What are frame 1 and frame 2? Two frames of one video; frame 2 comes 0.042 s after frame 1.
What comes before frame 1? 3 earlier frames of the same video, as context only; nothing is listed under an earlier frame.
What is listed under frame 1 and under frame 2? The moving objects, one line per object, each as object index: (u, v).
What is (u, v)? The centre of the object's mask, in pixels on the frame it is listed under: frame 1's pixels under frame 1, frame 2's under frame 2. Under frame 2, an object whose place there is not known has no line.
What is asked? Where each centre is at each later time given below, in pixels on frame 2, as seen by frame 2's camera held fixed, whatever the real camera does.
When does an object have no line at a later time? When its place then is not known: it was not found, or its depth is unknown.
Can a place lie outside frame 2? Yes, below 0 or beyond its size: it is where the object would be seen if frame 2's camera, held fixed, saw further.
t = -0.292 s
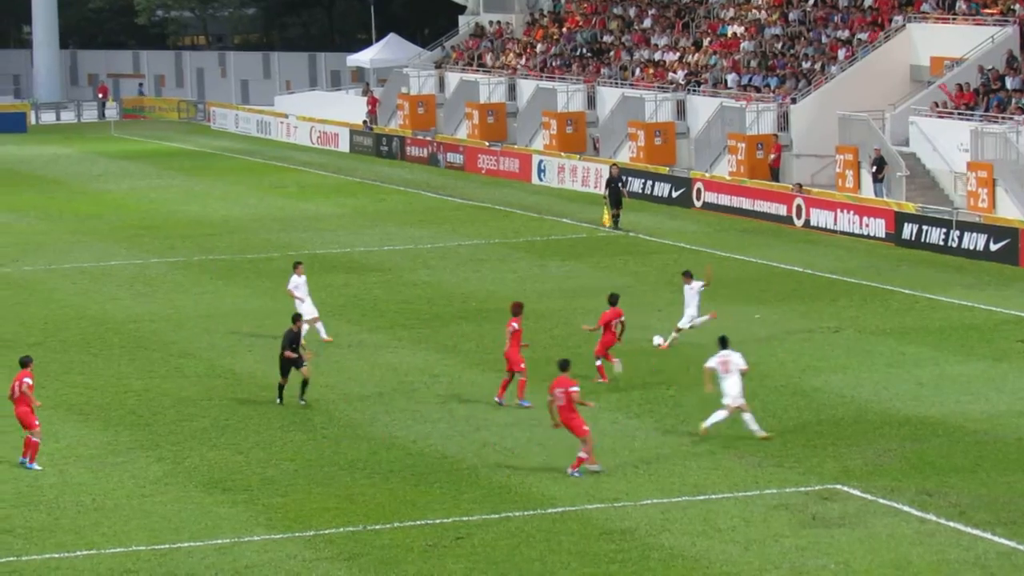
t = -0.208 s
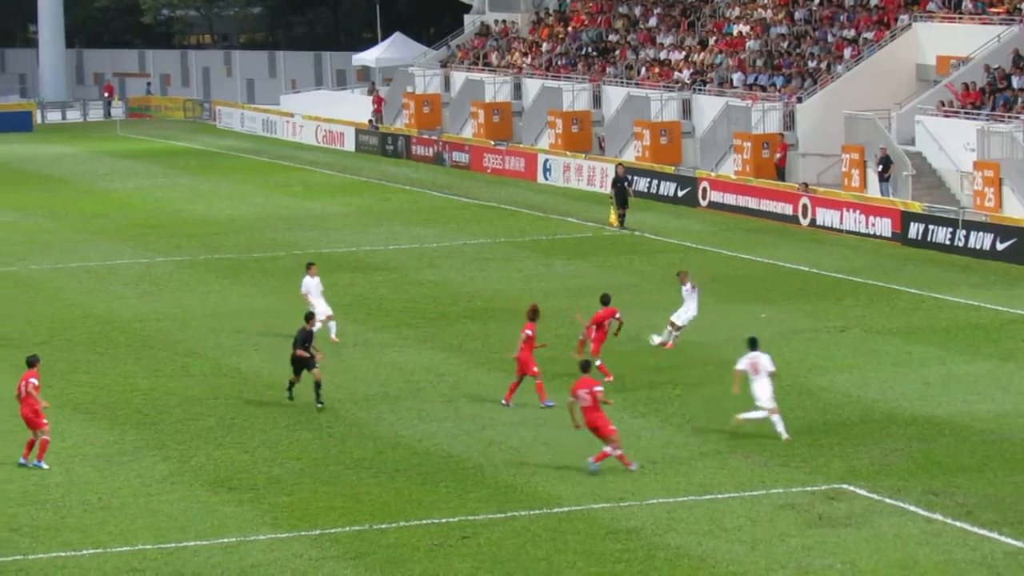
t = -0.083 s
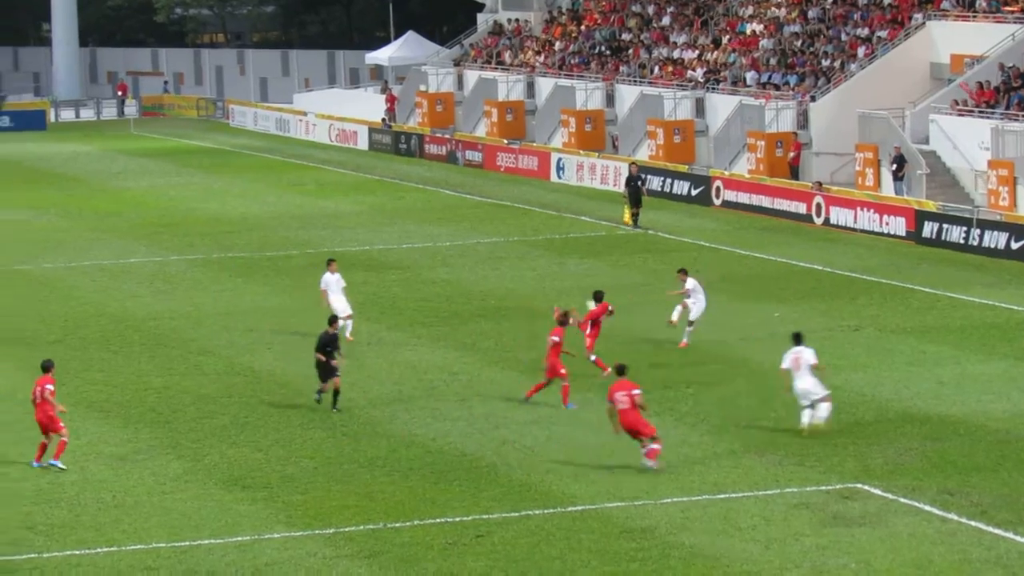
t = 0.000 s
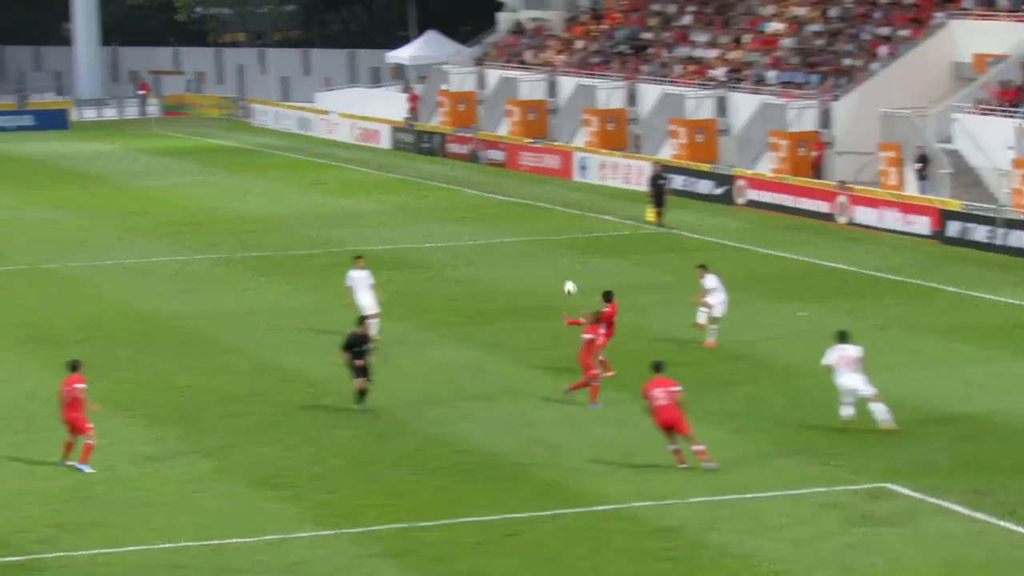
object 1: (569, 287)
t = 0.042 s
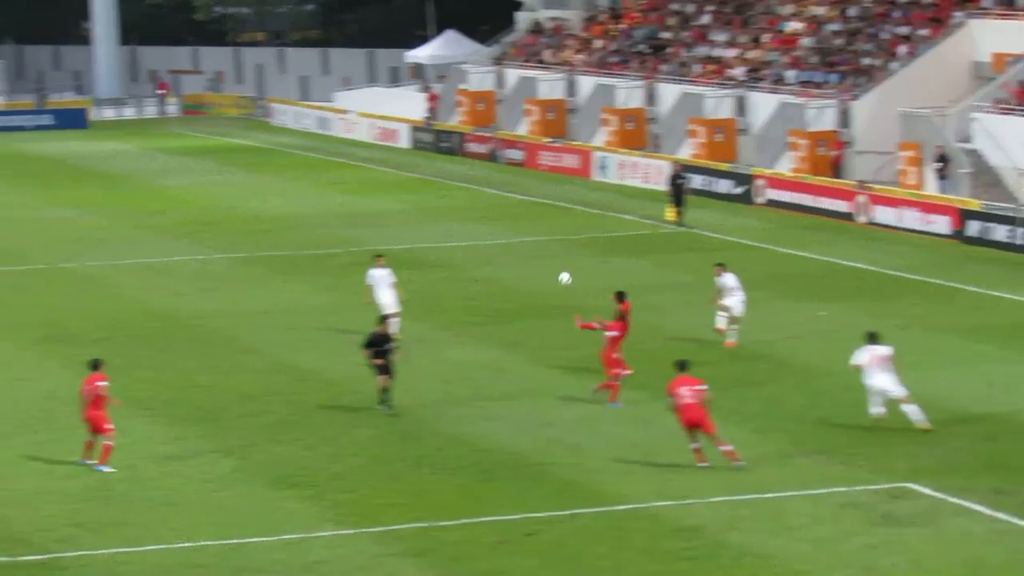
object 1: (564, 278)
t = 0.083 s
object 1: (541, 271)
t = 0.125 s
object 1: (516, 263)
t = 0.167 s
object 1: (494, 259)
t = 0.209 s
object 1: (471, 255)
